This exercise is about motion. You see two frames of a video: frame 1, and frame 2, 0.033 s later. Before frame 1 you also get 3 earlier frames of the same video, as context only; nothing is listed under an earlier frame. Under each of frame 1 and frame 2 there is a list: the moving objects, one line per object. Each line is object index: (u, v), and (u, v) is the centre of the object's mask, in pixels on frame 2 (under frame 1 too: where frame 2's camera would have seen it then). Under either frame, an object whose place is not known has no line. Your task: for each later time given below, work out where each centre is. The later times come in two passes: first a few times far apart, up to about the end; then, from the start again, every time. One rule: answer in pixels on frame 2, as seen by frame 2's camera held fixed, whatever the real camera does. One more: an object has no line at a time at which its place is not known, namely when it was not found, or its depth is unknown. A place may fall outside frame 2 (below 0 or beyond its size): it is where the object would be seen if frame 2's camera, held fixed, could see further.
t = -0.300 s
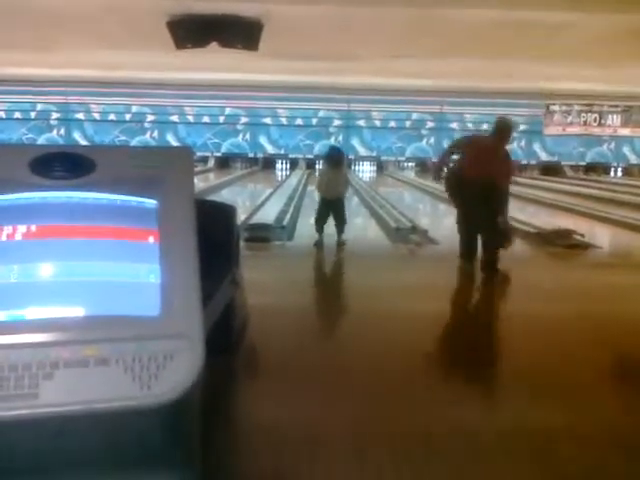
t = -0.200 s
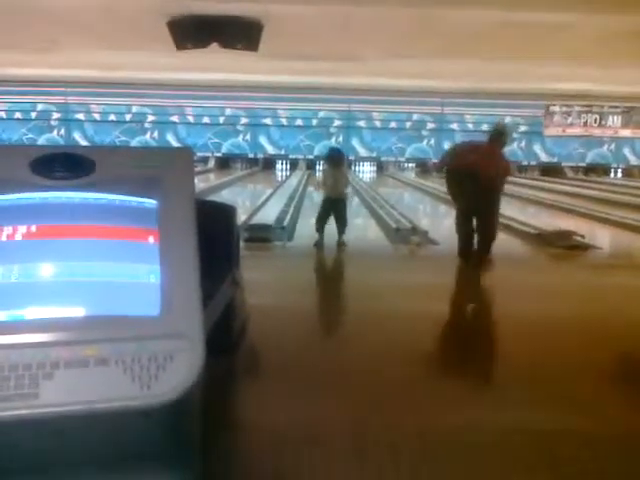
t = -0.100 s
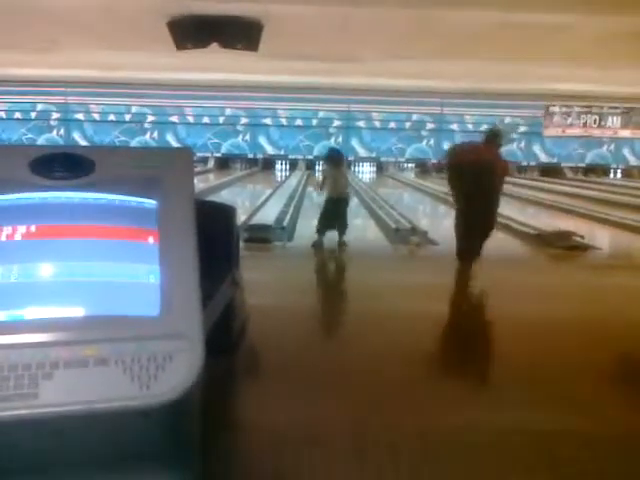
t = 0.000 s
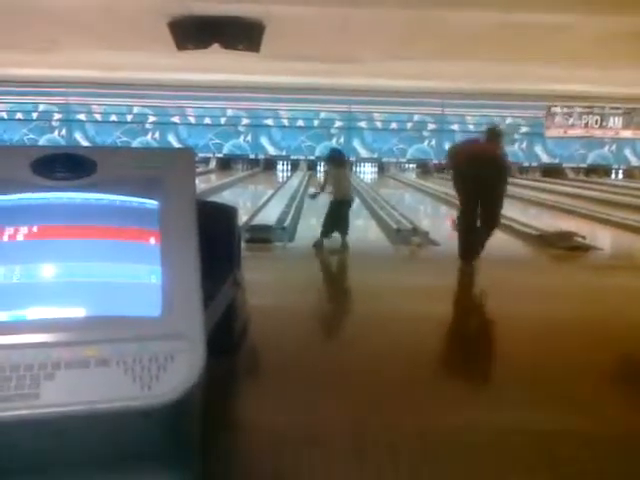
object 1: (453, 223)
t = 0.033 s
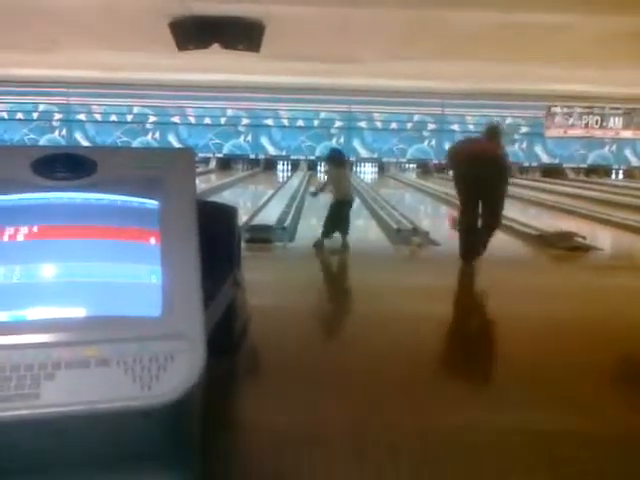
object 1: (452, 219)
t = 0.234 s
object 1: (439, 210)
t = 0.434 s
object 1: (429, 203)
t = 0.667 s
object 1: (417, 197)
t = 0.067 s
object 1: (452, 217)
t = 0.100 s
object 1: (449, 216)
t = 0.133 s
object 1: (442, 212)
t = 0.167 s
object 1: (441, 212)
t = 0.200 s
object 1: (441, 212)
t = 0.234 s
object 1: (439, 210)
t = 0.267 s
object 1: (437, 209)
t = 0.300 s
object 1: (436, 208)
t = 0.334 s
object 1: (433, 206)
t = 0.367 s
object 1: (433, 207)
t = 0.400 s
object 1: (429, 204)
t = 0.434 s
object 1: (429, 203)
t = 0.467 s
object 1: (428, 201)
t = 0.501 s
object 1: (428, 201)
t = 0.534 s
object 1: (421, 199)
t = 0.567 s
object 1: (421, 199)
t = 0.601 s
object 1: (420, 198)
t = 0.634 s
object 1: (419, 198)
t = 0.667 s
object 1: (417, 197)
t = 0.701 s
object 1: (416, 197)
